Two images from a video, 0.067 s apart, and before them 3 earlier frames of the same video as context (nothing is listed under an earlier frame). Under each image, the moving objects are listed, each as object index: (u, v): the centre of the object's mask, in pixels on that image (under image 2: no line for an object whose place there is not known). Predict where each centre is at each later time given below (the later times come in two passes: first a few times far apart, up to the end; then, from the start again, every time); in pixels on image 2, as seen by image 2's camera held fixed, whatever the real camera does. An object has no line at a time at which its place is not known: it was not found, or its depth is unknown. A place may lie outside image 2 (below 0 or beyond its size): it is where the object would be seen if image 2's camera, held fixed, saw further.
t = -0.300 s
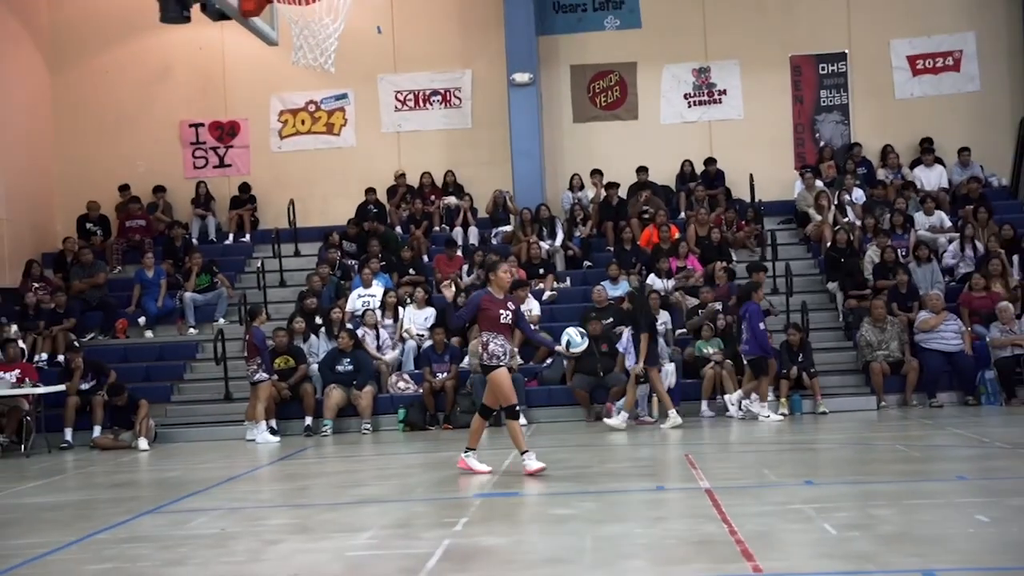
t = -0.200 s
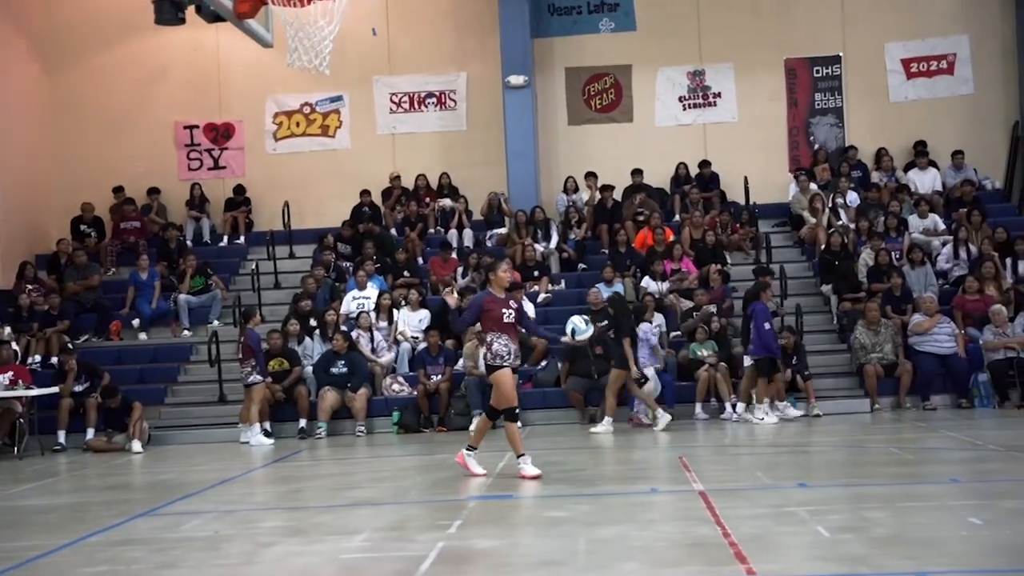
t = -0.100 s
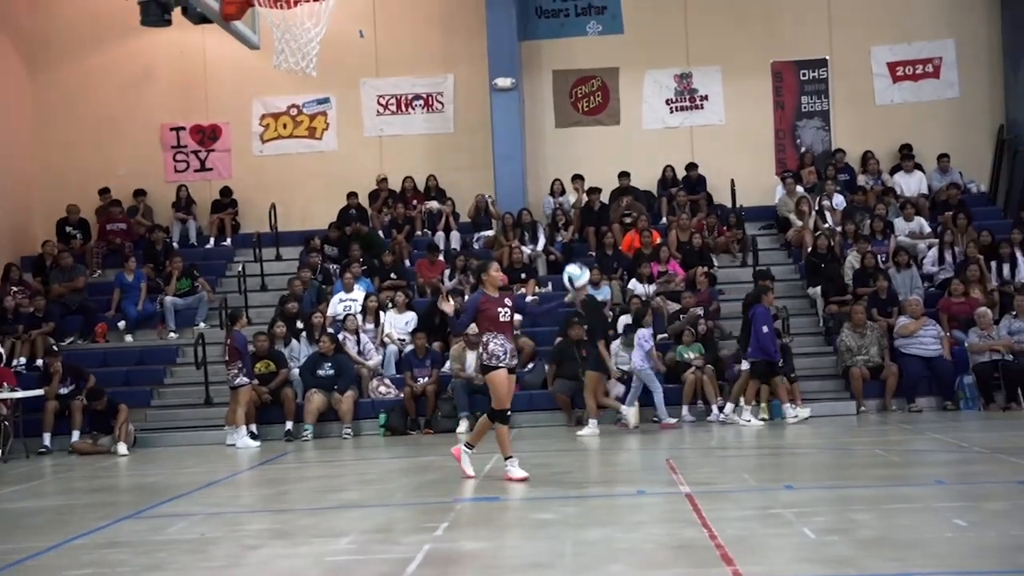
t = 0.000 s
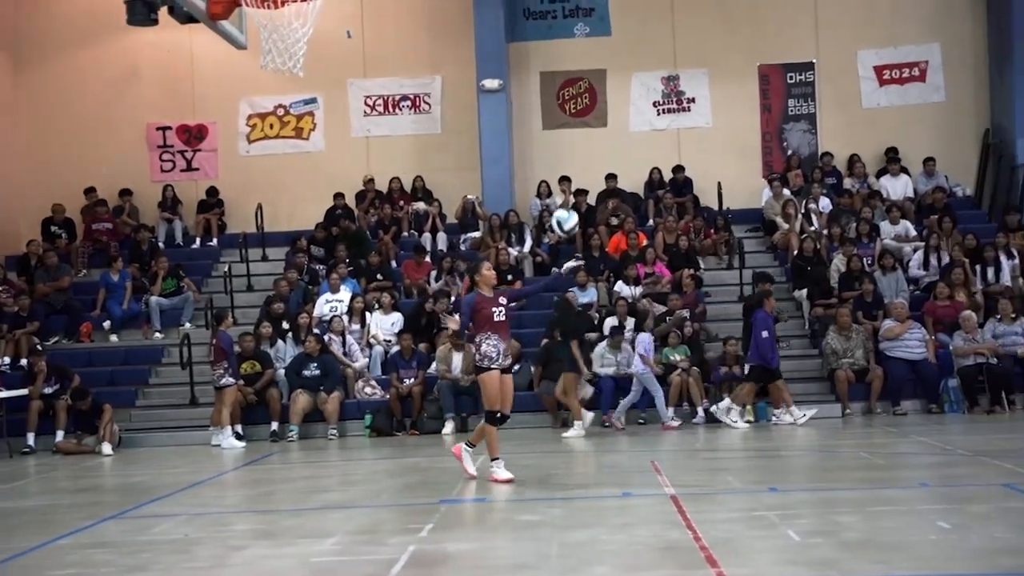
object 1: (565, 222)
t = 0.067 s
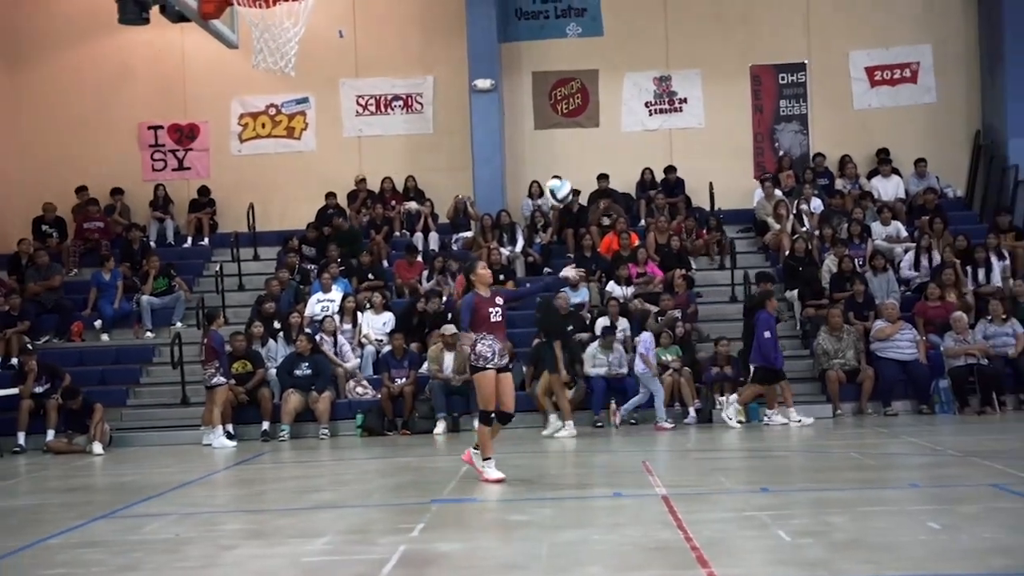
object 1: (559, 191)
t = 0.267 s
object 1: (564, 133)
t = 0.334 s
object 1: (566, 126)
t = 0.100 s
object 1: (559, 178)
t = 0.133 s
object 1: (560, 166)
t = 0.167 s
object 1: (561, 155)
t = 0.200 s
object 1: (561, 147)
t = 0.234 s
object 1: (562, 139)
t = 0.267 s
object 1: (564, 133)
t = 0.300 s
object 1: (564, 129)
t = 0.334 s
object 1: (566, 126)
